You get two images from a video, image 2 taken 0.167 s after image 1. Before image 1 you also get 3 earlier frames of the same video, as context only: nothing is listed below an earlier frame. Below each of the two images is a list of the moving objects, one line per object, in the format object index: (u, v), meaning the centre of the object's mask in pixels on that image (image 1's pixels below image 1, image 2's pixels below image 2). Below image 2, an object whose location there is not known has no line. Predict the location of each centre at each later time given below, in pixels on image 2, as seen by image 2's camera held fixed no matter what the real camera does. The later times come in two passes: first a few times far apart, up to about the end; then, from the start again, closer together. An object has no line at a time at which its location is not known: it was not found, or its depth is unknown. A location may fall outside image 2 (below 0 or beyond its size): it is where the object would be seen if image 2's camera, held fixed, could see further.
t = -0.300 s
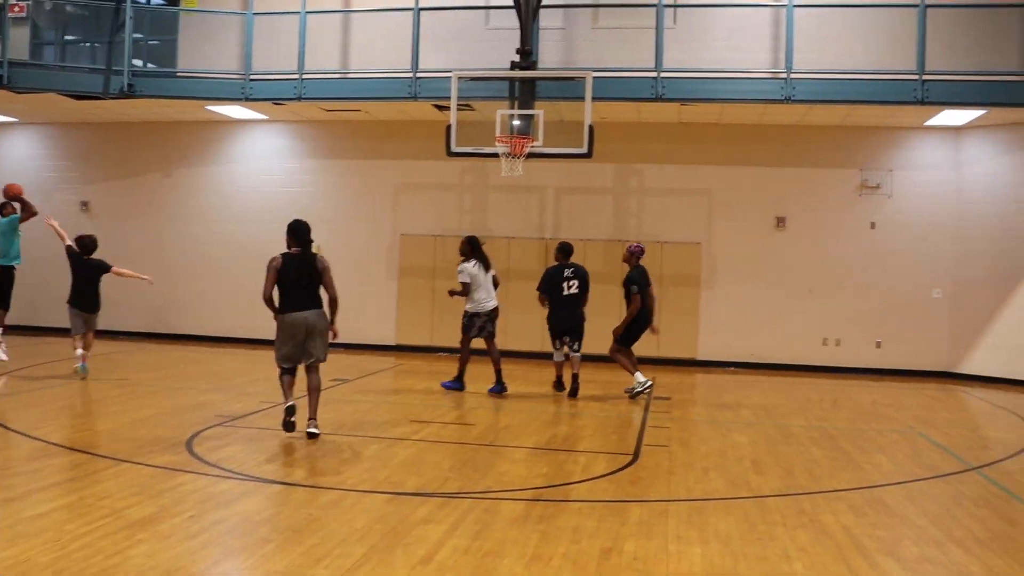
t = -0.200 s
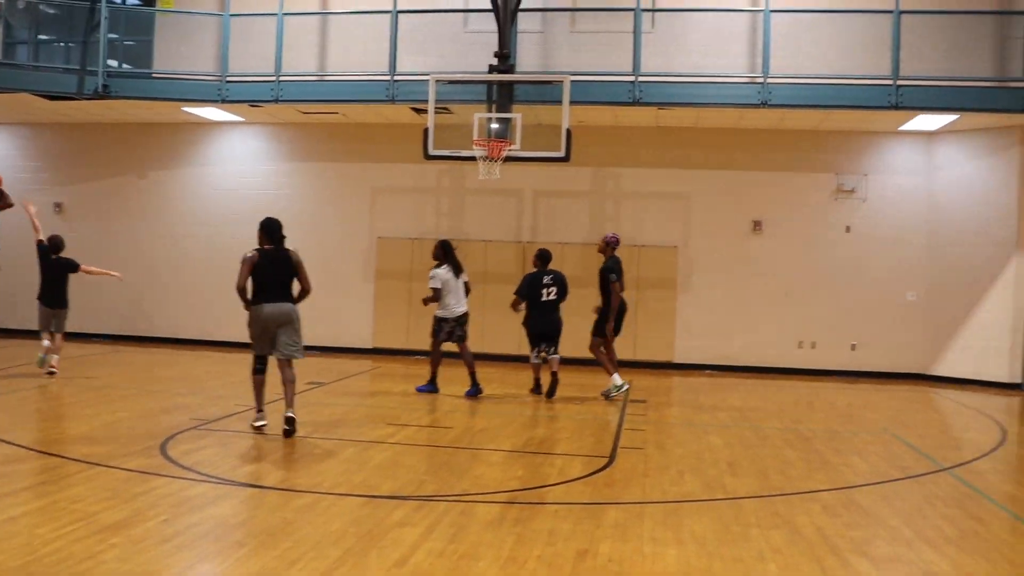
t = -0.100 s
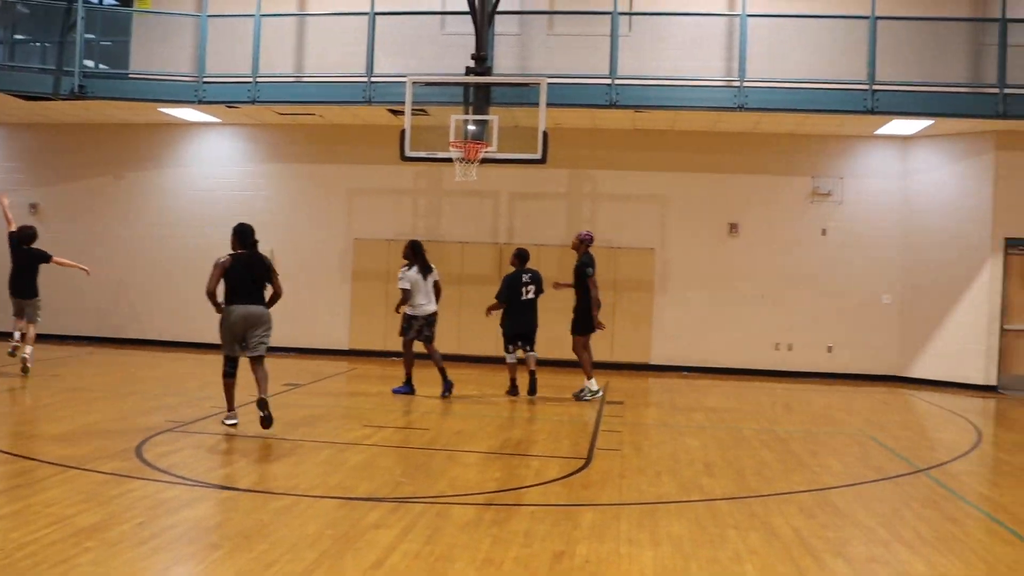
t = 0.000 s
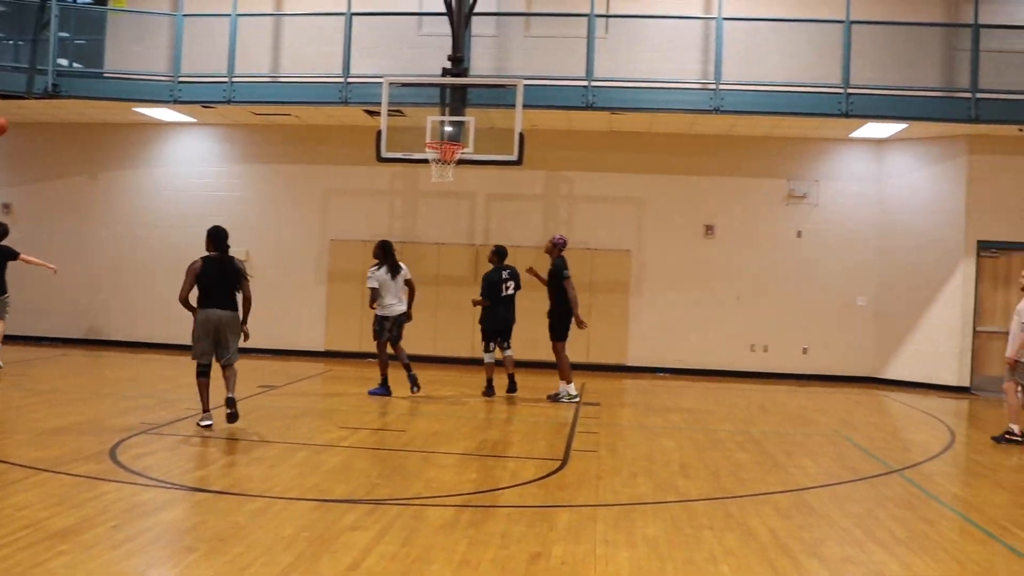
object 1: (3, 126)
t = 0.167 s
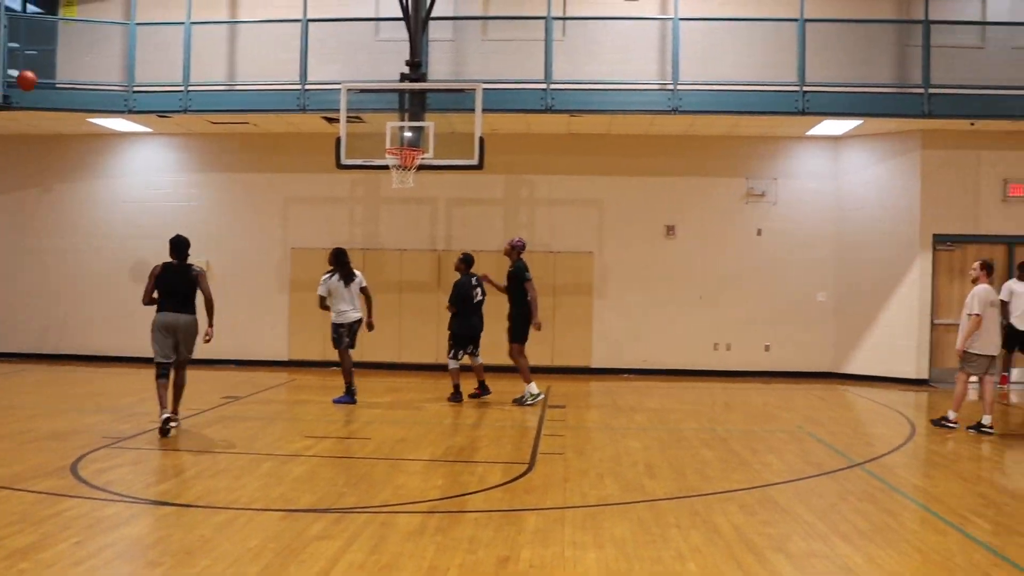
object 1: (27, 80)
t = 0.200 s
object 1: (42, 71)
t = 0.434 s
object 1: (147, 36)
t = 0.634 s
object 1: (235, 40)
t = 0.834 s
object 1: (322, 75)
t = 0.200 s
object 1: (42, 71)
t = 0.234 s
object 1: (58, 64)
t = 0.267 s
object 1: (73, 57)
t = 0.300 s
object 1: (89, 51)
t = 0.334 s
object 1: (104, 46)
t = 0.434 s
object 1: (147, 36)
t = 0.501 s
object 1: (179, 33)
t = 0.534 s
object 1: (192, 34)
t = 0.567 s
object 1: (206, 35)
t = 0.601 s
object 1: (221, 37)
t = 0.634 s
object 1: (235, 40)
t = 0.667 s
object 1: (249, 44)
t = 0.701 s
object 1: (264, 48)
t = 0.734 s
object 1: (279, 54)
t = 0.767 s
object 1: (293, 60)
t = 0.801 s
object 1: (307, 67)
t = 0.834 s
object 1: (322, 75)
